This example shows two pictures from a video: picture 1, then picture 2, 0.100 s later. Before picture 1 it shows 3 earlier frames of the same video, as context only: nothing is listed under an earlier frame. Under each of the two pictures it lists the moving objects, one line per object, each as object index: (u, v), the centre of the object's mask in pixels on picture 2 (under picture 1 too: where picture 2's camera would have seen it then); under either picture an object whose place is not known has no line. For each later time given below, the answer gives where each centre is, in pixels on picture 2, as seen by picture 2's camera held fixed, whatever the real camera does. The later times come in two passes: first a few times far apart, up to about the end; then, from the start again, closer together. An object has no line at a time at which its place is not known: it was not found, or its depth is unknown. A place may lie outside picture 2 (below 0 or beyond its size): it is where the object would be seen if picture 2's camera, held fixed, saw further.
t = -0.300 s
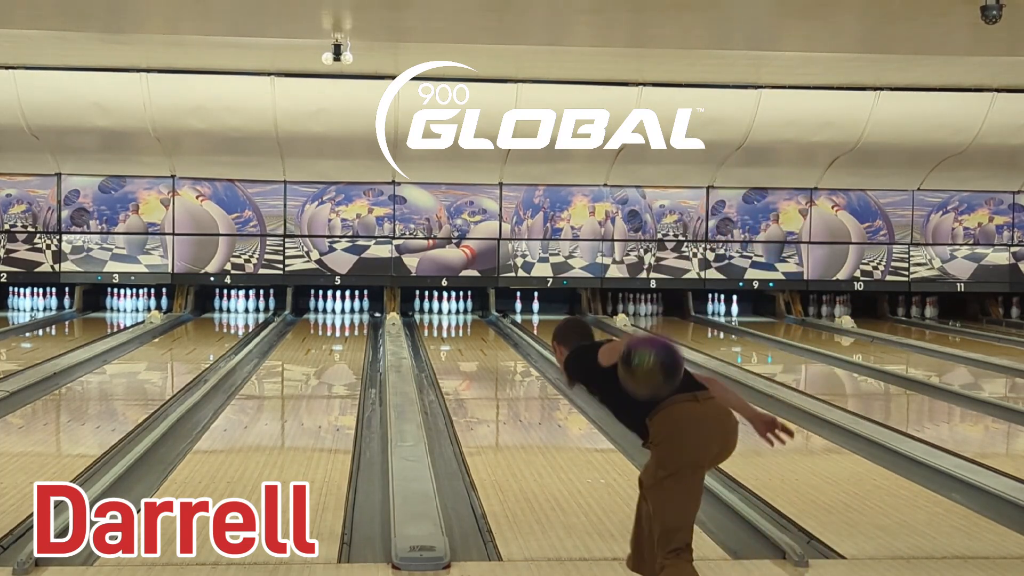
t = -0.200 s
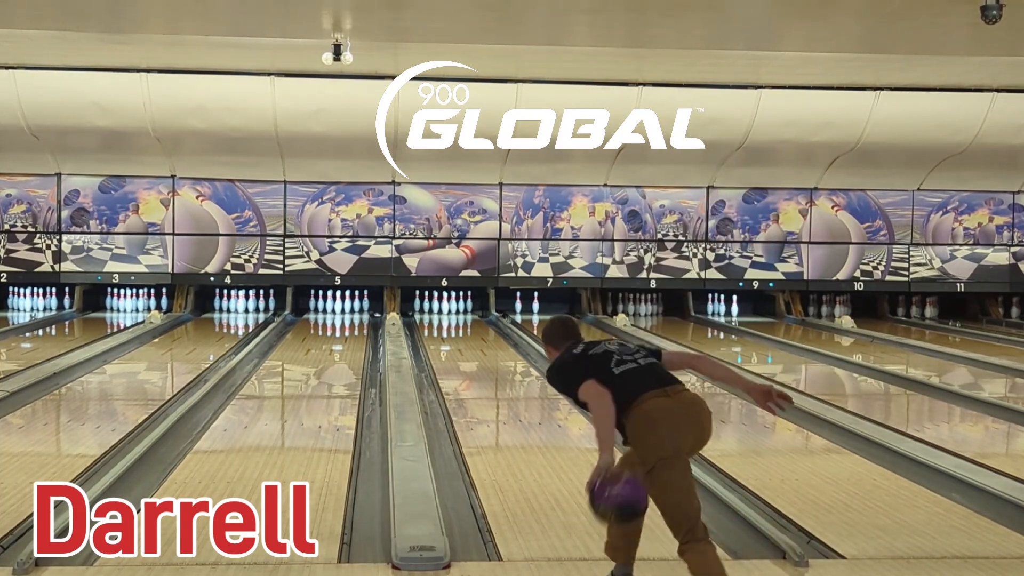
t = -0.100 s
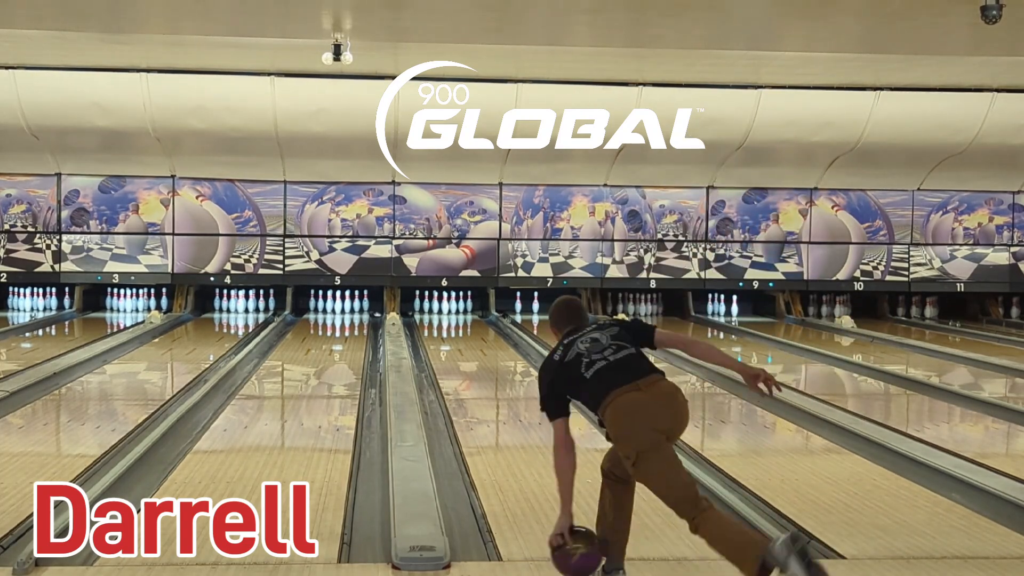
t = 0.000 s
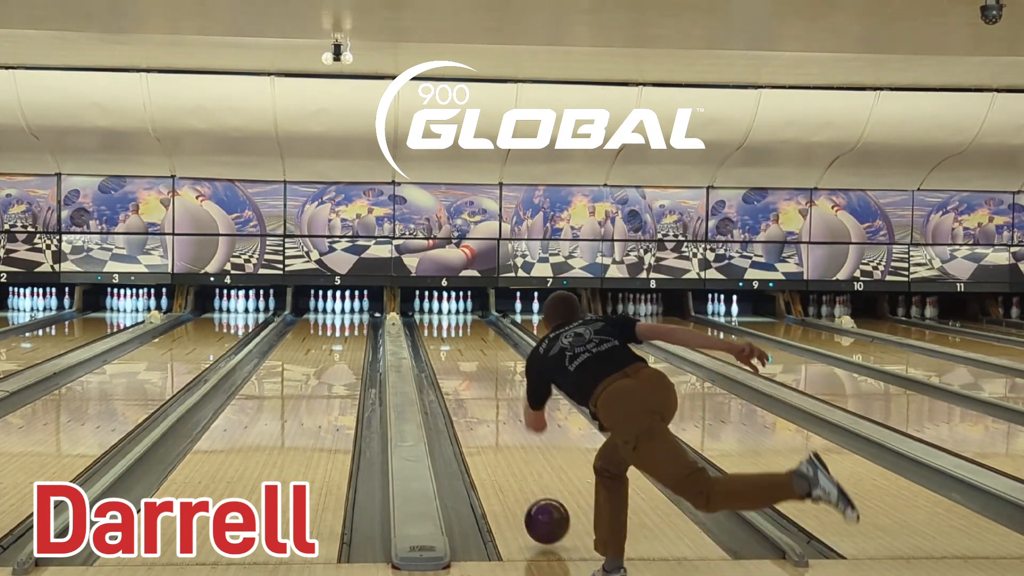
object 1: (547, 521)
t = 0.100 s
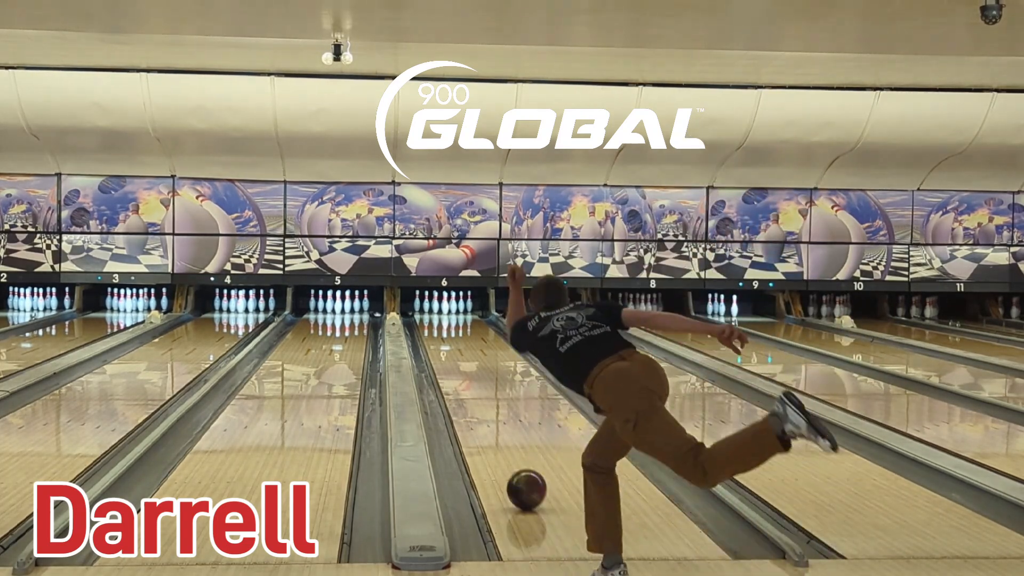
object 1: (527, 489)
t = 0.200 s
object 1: (510, 462)
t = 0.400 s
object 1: (488, 420)
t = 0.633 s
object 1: (470, 387)
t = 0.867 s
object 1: (458, 364)
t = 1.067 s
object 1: (450, 349)
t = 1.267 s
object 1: (445, 338)
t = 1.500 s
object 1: (441, 327)
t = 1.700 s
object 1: (438, 319)
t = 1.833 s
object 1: (438, 315)
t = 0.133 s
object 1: (521, 480)
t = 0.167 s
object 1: (516, 470)
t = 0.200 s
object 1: (510, 462)
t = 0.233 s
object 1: (506, 454)
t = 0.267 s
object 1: (502, 446)
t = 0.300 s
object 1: (498, 439)
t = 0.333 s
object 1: (494, 432)
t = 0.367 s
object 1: (491, 426)
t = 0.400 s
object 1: (488, 420)
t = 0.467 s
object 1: (481, 409)
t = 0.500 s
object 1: (479, 404)
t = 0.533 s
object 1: (476, 399)
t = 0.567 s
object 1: (474, 395)
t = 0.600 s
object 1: (472, 391)
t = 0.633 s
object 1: (470, 387)
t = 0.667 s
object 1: (467, 383)
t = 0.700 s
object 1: (466, 380)
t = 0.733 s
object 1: (464, 376)
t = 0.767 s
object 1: (462, 373)
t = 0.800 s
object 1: (461, 370)
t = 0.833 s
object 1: (459, 367)
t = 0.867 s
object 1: (458, 364)
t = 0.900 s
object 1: (456, 361)
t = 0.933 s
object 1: (455, 359)
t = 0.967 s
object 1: (454, 356)
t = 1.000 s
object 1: (452, 354)
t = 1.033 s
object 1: (451, 352)
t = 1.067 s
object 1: (450, 349)
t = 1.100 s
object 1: (449, 347)
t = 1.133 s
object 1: (448, 345)
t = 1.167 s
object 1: (447, 343)
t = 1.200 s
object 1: (447, 341)
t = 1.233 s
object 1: (446, 339)
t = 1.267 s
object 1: (445, 338)
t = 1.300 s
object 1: (444, 336)
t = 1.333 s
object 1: (443, 335)
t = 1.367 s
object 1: (443, 332)
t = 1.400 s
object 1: (442, 331)
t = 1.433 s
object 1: (442, 330)
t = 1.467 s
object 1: (441, 328)
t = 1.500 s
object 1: (441, 327)
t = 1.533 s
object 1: (440, 326)
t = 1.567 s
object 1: (440, 324)
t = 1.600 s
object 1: (439, 323)
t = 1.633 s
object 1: (439, 321)
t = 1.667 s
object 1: (439, 320)
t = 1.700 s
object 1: (438, 319)
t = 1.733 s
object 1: (438, 318)
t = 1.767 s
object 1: (438, 316)
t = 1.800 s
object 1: (438, 316)
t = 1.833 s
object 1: (438, 315)
